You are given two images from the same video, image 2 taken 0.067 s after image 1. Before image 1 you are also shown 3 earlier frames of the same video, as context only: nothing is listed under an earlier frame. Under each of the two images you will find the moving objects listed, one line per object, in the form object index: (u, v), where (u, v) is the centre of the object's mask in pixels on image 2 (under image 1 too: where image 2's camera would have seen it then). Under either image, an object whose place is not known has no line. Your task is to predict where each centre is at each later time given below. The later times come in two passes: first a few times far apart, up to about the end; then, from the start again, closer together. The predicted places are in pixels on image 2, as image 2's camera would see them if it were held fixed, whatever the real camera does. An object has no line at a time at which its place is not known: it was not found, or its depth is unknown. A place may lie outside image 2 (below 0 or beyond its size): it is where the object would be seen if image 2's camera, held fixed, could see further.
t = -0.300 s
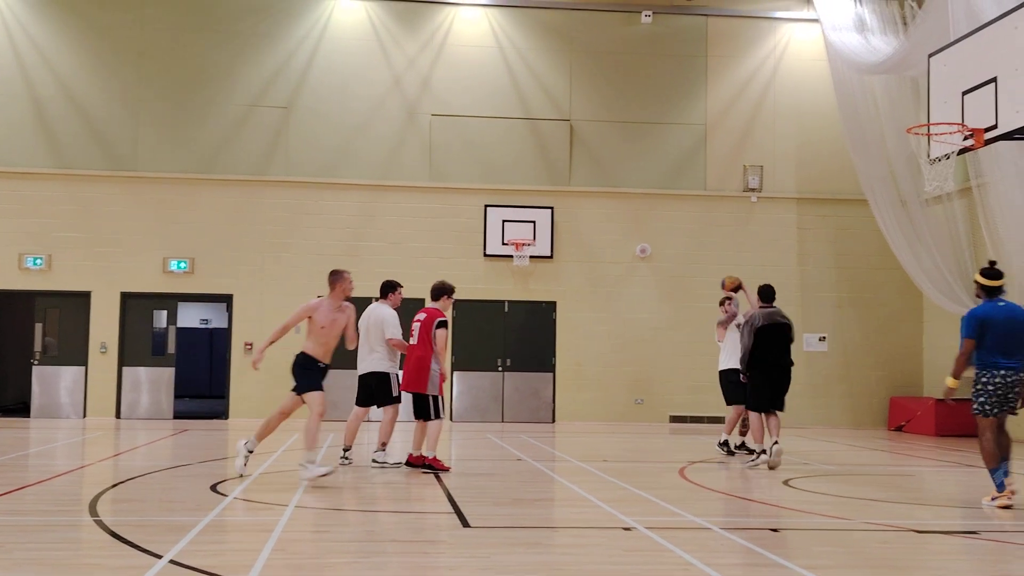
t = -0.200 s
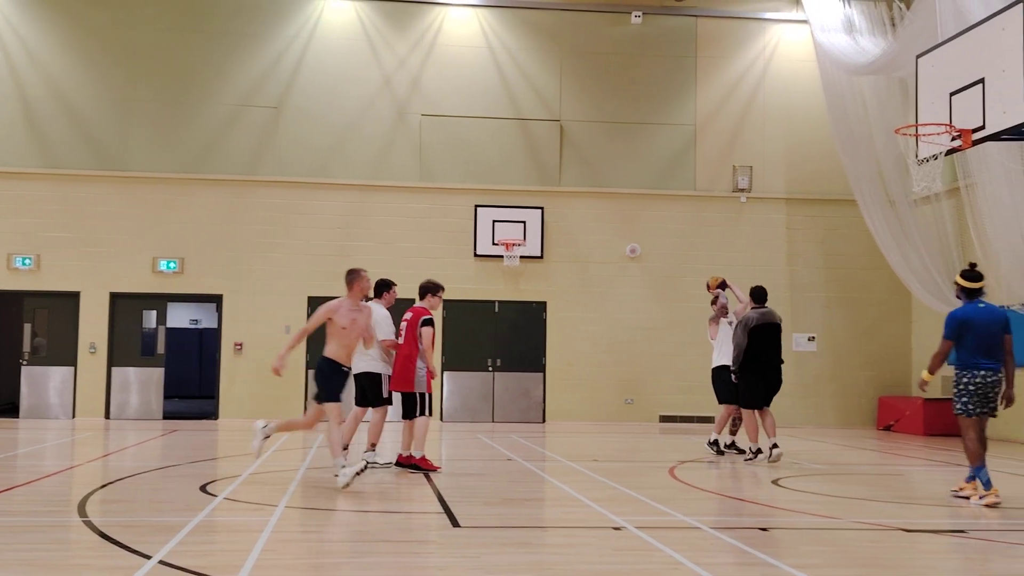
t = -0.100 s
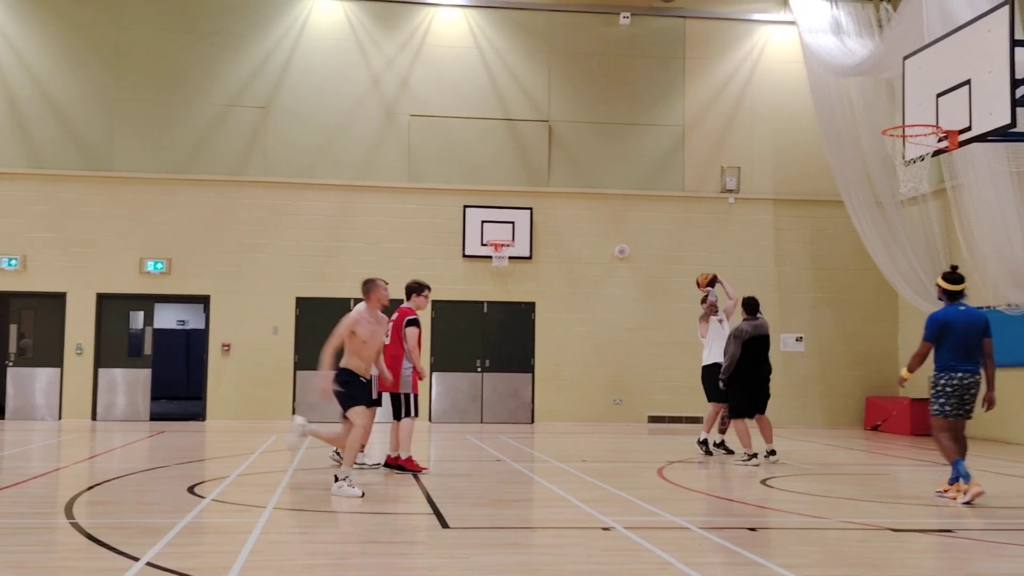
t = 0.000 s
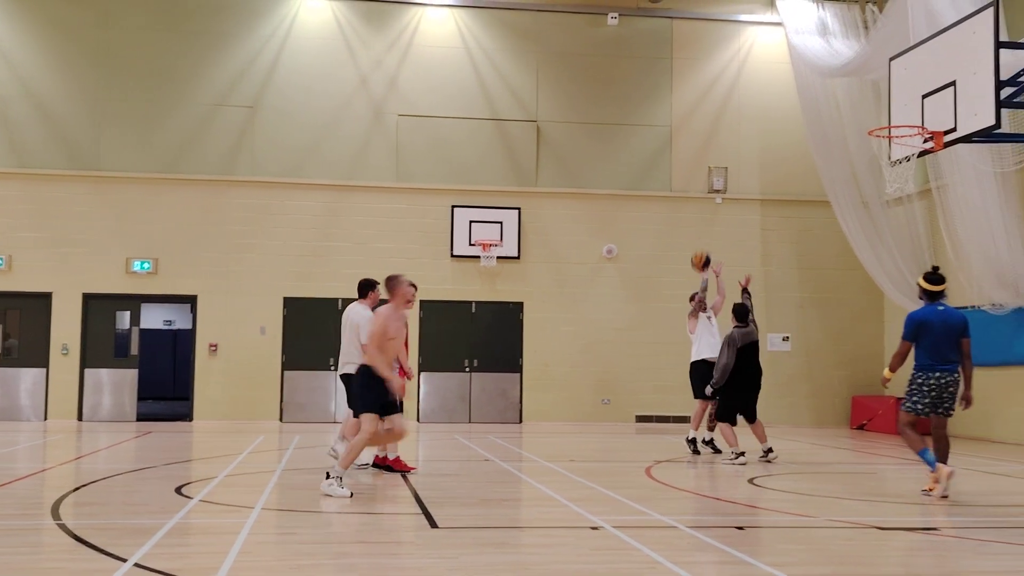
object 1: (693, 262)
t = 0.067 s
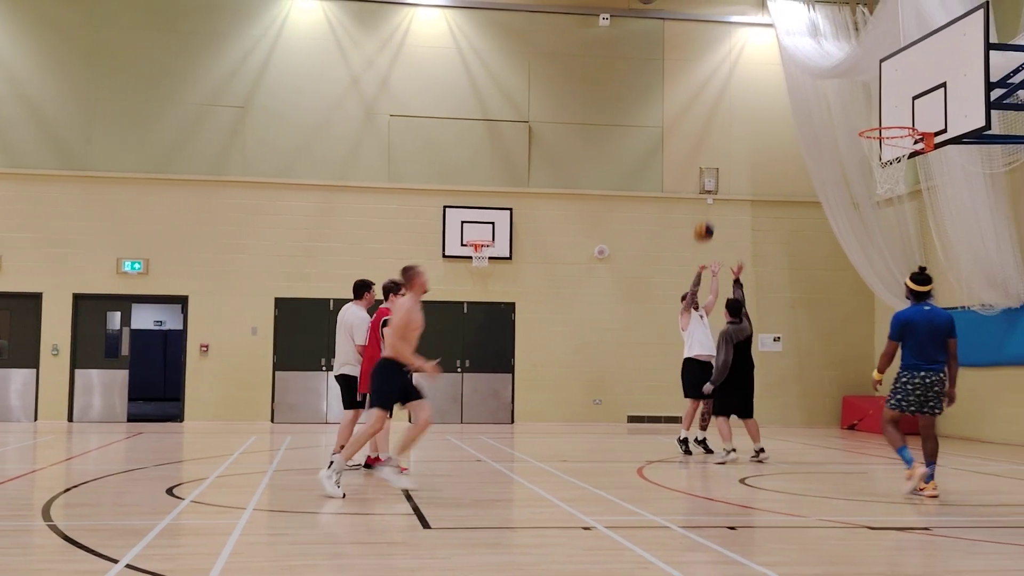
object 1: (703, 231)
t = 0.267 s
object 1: (740, 157)
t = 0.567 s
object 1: (801, 98)
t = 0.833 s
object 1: (874, 115)
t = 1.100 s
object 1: (882, 119)
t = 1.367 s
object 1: (805, 177)
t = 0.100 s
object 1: (710, 217)
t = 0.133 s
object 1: (715, 204)
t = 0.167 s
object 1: (721, 191)
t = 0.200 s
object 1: (728, 178)
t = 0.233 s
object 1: (734, 168)
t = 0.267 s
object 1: (740, 157)
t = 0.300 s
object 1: (746, 147)
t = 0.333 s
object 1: (752, 138)
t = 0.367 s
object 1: (758, 130)
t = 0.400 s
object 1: (765, 122)
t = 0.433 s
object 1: (772, 116)
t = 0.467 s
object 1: (779, 110)
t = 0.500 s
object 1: (787, 105)
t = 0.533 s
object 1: (794, 101)
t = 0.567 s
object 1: (801, 98)
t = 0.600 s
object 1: (810, 96)
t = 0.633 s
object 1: (818, 96)
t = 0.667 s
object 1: (827, 96)
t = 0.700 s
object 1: (835, 97)
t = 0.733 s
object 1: (844, 100)
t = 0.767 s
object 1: (854, 103)
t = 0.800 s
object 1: (864, 108)
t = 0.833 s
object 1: (874, 115)
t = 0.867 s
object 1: (884, 121)
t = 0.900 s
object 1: (889, 120)
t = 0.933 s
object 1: (894, 118)
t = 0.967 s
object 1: (899, 117)
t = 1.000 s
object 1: (904, 117)
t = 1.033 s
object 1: (903, 118)
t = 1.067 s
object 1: (892, 118)
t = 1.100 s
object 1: (882, 119)
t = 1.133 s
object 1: (872, 121)
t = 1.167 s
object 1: (861, 125)
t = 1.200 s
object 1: (851, 132)
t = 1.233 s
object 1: (843, 140)
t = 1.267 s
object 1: (832, 147)
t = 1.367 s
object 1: (805, 177)
